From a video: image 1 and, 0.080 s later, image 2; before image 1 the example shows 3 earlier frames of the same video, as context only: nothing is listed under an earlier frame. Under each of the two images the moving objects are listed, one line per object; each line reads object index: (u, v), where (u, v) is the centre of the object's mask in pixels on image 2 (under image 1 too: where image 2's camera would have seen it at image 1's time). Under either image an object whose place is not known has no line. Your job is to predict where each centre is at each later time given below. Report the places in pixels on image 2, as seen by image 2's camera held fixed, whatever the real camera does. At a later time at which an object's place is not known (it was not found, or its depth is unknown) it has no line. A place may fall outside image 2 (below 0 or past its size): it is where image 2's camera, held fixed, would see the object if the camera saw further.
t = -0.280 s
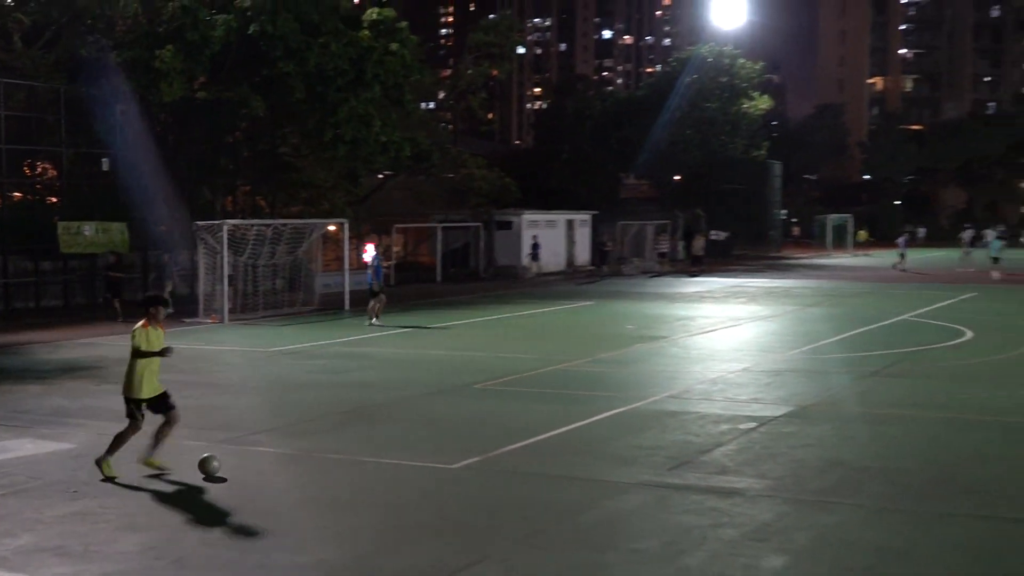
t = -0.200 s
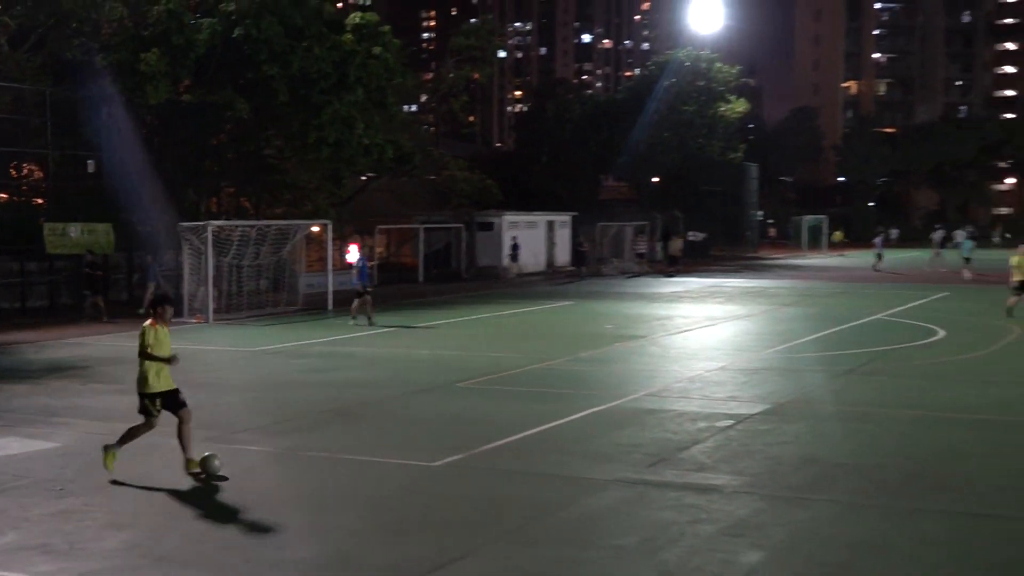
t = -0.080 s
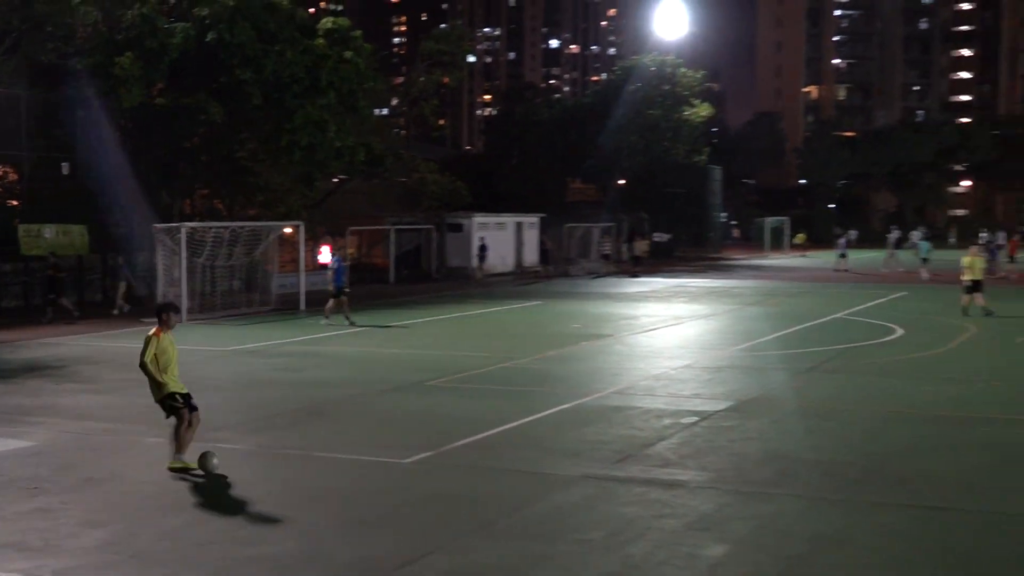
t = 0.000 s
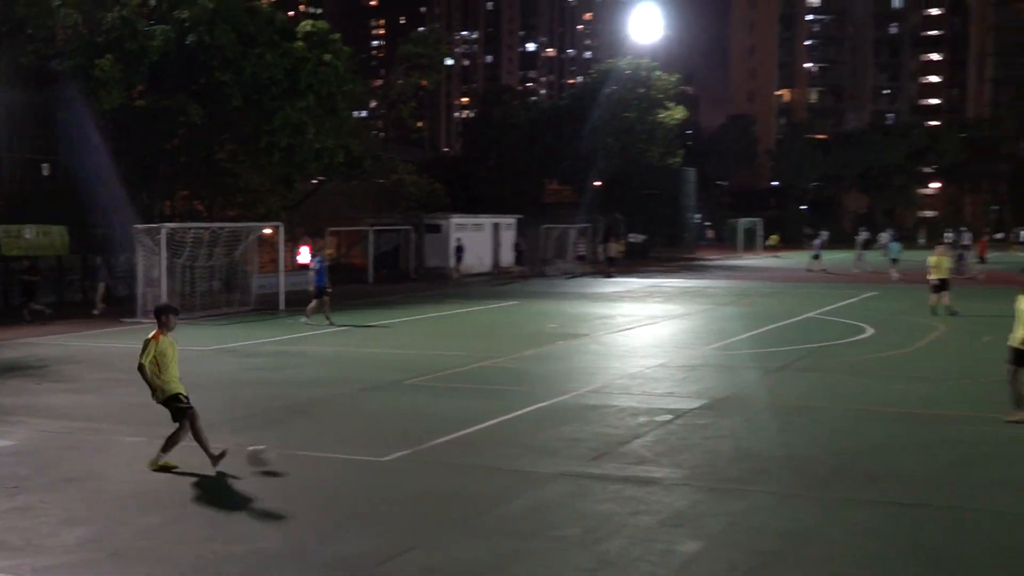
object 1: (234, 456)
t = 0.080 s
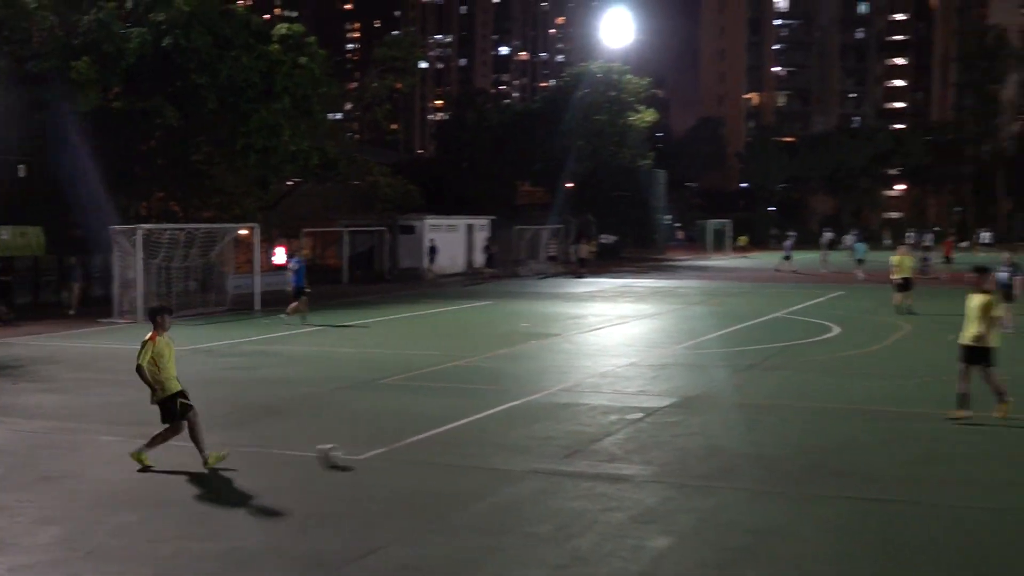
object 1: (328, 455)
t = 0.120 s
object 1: (366, 453)
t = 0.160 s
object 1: (407, 451)
